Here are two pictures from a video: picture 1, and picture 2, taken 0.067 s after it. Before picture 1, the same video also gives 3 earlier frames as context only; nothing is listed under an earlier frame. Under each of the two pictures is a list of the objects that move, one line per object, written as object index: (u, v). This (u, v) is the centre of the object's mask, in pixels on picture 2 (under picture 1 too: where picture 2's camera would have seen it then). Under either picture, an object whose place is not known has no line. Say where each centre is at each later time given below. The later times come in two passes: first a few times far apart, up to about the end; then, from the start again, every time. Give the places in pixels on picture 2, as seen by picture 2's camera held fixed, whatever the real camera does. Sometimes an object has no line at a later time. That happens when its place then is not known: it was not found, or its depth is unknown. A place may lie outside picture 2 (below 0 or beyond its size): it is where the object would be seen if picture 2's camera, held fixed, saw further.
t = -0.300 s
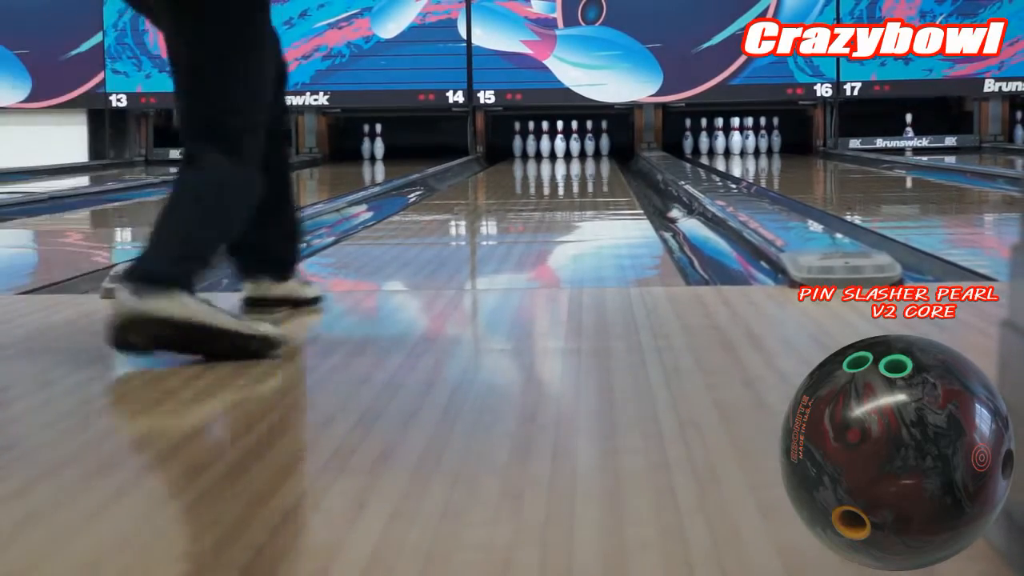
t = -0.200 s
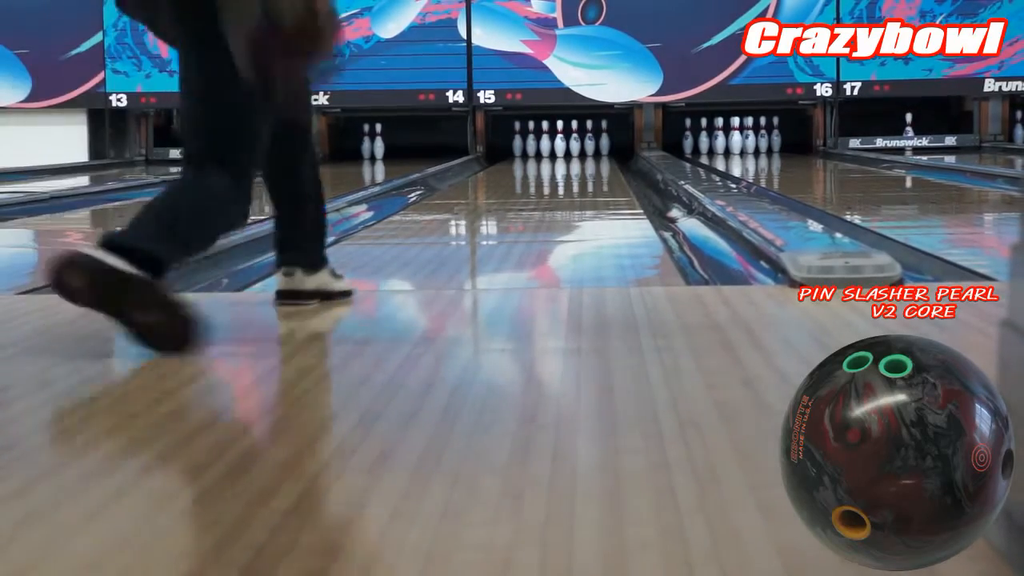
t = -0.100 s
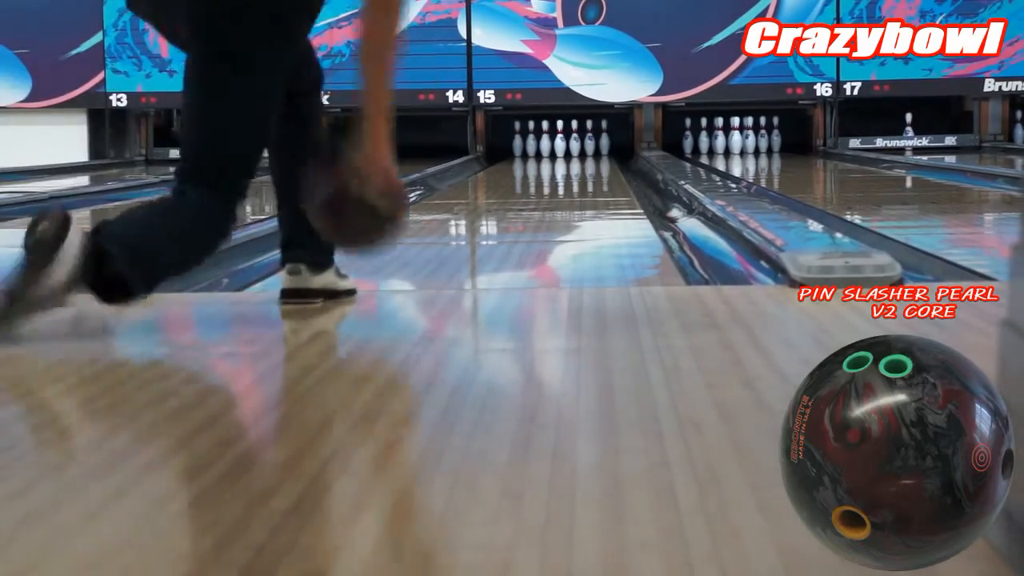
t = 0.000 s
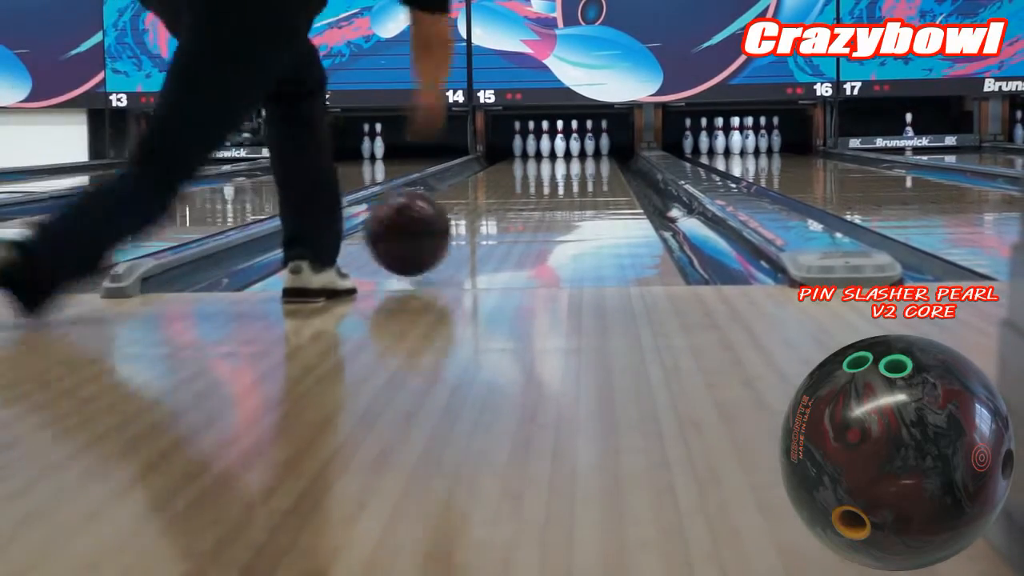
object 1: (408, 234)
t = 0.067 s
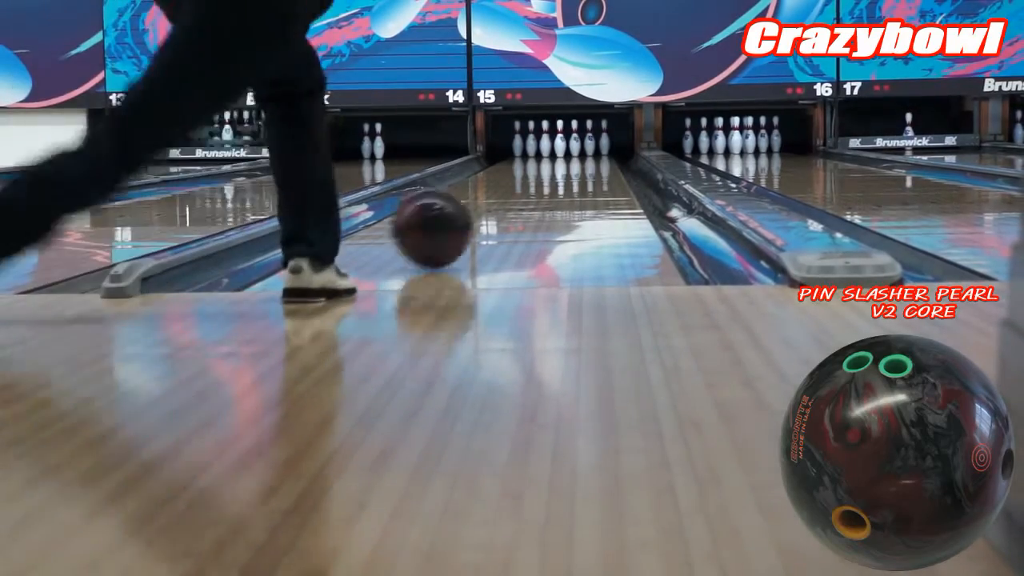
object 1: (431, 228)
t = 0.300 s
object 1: (491, 208)
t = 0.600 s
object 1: (536, 187)
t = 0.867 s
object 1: (561, 176)
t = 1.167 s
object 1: (579, 167)
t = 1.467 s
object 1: (591, 160)
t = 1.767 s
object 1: (594, 156)
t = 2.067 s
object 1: (593, 152)
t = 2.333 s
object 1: (588, 149)
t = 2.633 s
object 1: (573, 147)
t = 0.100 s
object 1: (442, 226)
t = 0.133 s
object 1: (451, 223)
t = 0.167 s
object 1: (461, 219)
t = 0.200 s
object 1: (469, 216)
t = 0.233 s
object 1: (477, 213)
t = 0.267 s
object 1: (484, 210)
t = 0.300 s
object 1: (491, 208)
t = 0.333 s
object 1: (497, 205)
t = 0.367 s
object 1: (503, 202)
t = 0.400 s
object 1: (509, 199)
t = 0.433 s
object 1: (514, 197)
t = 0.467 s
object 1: (519, 194)
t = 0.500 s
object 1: (524, 193)
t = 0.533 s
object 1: (529, 191)
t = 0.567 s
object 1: (532, 189)
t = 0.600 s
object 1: (536, 187)
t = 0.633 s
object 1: (541, 185)
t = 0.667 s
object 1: (544, 184)
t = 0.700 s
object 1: (547, 182)
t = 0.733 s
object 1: (550, 181)
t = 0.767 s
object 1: (553, 179)
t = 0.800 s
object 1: (557, 178)
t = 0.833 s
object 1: (559, 176)
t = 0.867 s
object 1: (561, 176)
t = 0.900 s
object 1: (564, 174)
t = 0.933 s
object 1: (566, 173)
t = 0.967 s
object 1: (568, 172)
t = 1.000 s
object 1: (570, 171)
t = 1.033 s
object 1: (572, 170)
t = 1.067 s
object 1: (575, 169)
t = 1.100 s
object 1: (577, 168)
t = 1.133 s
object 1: (578, 167)
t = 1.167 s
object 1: (579, 167)
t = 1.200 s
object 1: (581, 165)
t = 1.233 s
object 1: (583, 165)
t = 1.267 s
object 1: (584, 164)
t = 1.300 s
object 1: (585, 164)
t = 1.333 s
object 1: (586, 163)
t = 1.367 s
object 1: (587, 162)
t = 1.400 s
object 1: (588, 162)
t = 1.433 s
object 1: (590, 161)
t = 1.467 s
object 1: (591, 160)
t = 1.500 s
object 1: (592, 160)
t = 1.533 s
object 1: (592, 159)
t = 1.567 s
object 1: (593, 159)
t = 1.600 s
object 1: (593, 158)
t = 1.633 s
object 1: (594, 158)
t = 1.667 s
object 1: (594, 157)
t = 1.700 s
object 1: (594, 157)
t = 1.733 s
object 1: (594, 156)
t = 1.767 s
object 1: (594, 156)
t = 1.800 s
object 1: (594, 155)
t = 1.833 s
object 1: (595, 155)
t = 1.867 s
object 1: (595, 155)
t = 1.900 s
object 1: (595, 154)
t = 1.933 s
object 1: (594, 154)
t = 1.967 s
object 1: (595, 154)
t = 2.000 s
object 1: (594, 153)
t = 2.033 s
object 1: (594, 153)
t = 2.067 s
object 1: (593, 152)
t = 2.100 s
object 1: (593, 152)
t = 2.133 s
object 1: (592, 152)
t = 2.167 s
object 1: (591, 151)
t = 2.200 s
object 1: (591, 151)
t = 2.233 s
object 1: (590, 151)
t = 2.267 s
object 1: (589, 150)
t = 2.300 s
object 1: (588, 150)
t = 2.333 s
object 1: (588, 149)
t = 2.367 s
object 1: (586, 149)
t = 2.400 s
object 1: (585, 149)
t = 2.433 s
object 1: (582, 149)
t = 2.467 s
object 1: (579, 149)
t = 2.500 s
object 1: (578, 149)
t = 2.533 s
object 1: (577, 147)
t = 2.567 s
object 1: (576, 147)
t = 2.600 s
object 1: (574, 147)
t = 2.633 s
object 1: (573, 147)
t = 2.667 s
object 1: (572, 147)
